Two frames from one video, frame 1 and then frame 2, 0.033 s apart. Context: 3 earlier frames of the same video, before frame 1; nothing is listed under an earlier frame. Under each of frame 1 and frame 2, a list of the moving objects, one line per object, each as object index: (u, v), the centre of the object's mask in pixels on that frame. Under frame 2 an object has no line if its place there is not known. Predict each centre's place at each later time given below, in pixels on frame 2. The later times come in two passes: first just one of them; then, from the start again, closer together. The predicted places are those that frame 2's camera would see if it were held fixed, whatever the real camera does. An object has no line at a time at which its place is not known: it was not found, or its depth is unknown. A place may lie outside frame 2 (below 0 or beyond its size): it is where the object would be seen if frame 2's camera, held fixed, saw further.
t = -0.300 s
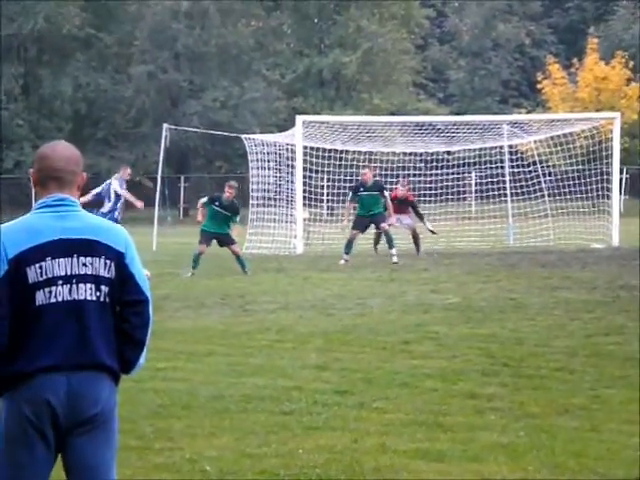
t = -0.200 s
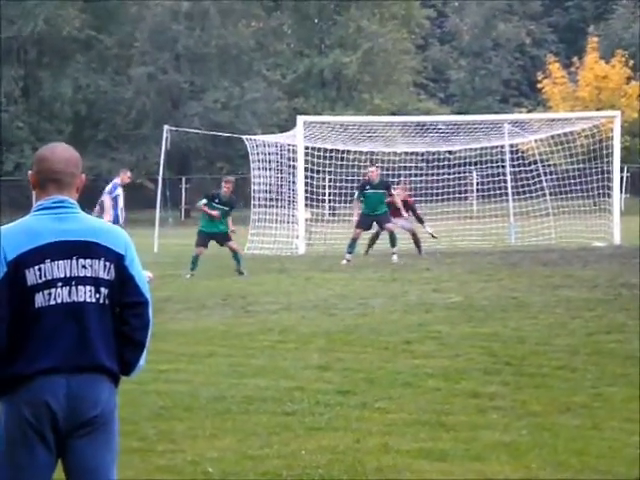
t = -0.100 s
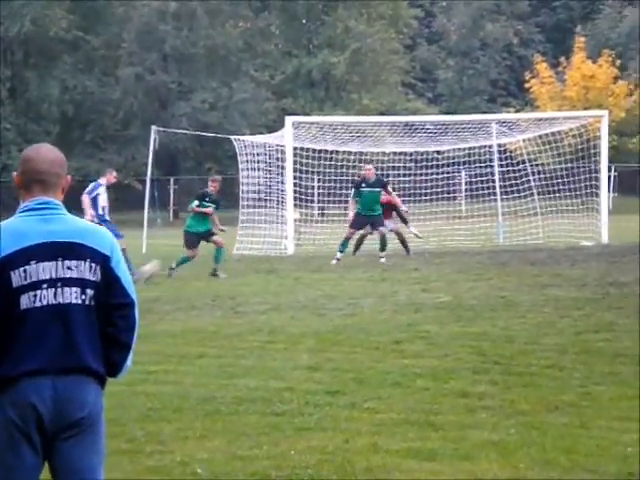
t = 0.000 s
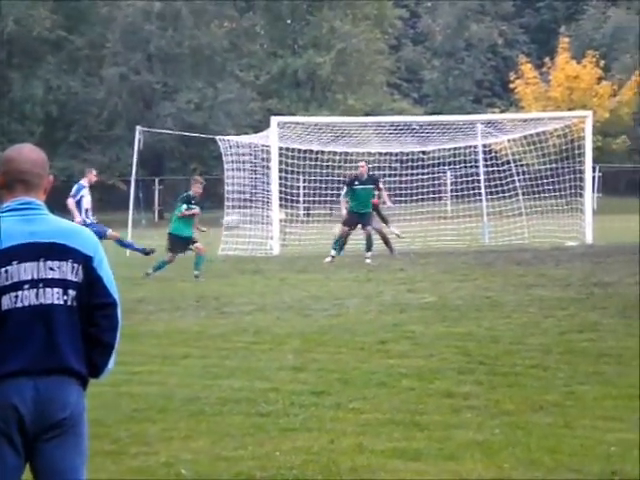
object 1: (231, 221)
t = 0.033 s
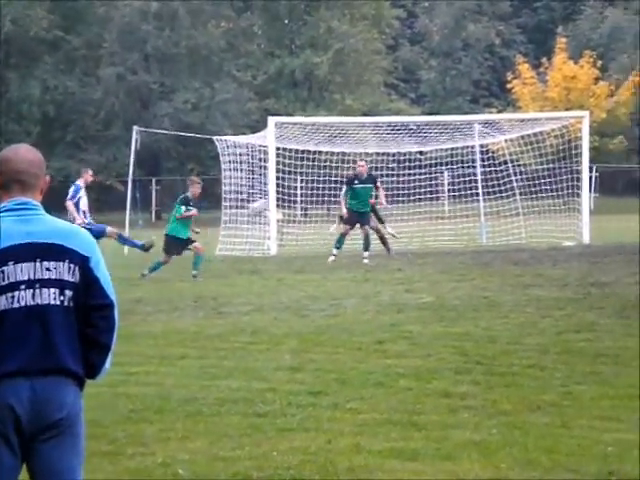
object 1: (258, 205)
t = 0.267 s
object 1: (453, 122)
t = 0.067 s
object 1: (288, 192)
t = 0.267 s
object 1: (453, 122)
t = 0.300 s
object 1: (480, 114)
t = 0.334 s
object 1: (506, 105)
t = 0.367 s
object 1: (533, 97)
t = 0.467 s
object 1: (607, 76)
